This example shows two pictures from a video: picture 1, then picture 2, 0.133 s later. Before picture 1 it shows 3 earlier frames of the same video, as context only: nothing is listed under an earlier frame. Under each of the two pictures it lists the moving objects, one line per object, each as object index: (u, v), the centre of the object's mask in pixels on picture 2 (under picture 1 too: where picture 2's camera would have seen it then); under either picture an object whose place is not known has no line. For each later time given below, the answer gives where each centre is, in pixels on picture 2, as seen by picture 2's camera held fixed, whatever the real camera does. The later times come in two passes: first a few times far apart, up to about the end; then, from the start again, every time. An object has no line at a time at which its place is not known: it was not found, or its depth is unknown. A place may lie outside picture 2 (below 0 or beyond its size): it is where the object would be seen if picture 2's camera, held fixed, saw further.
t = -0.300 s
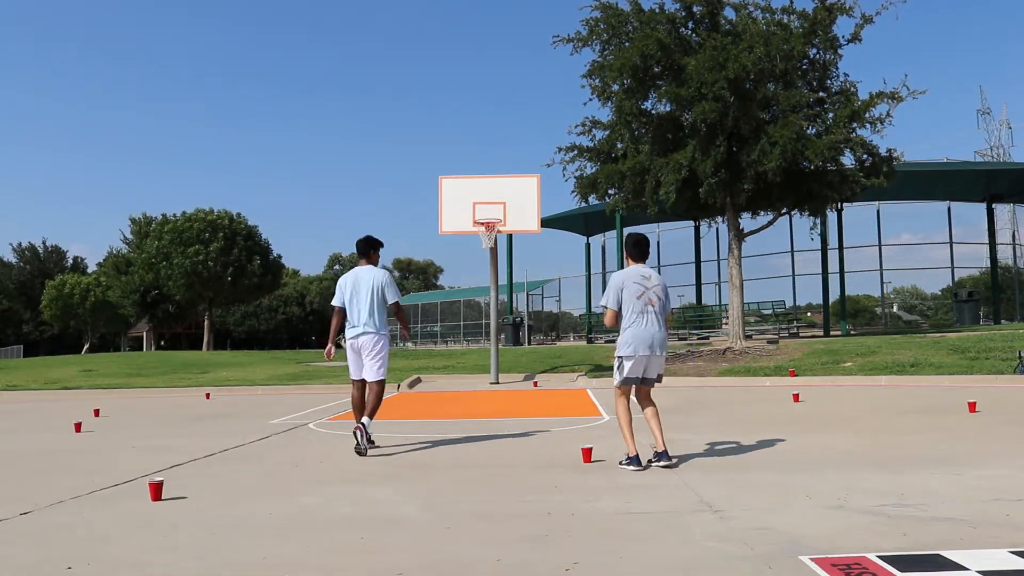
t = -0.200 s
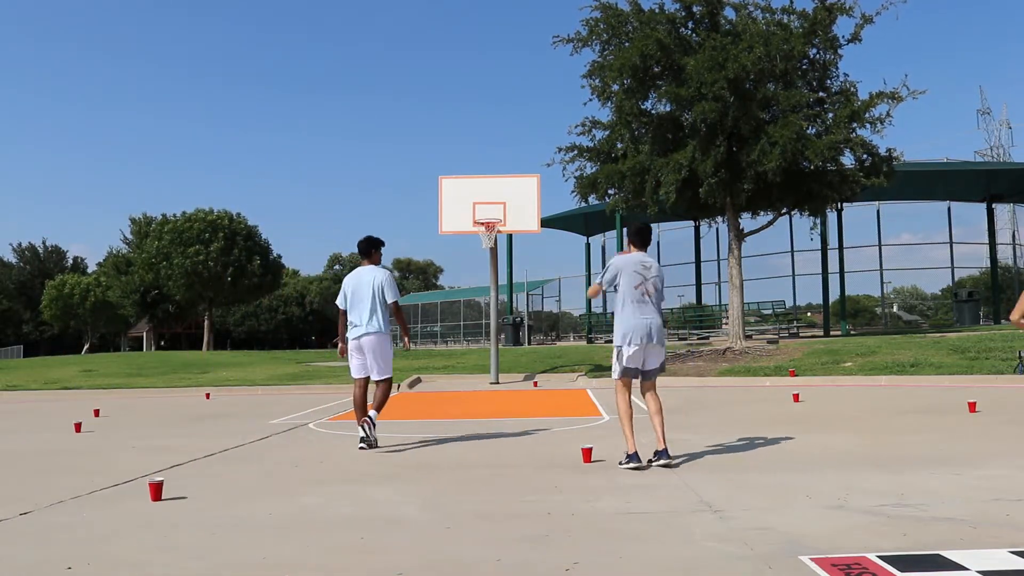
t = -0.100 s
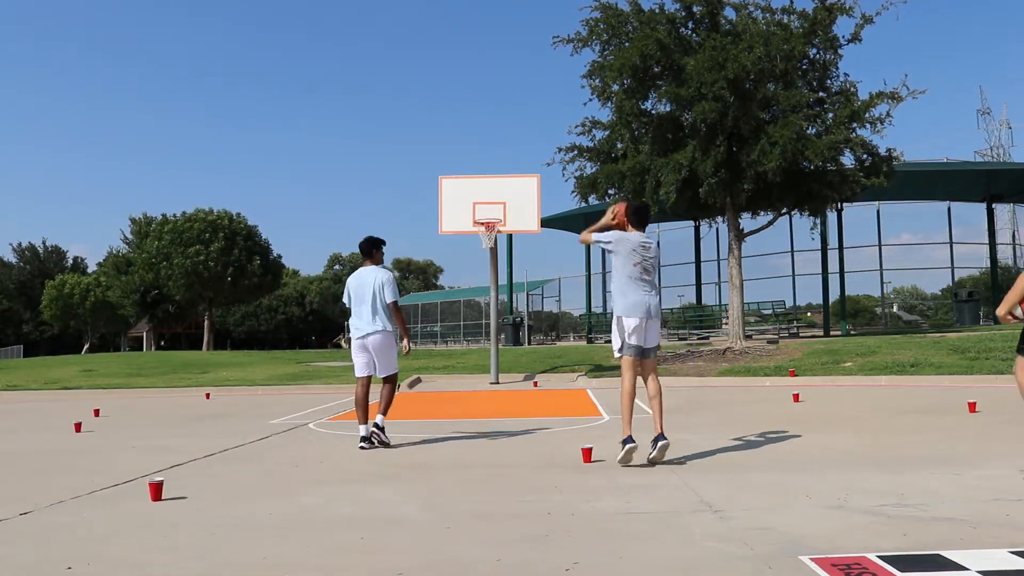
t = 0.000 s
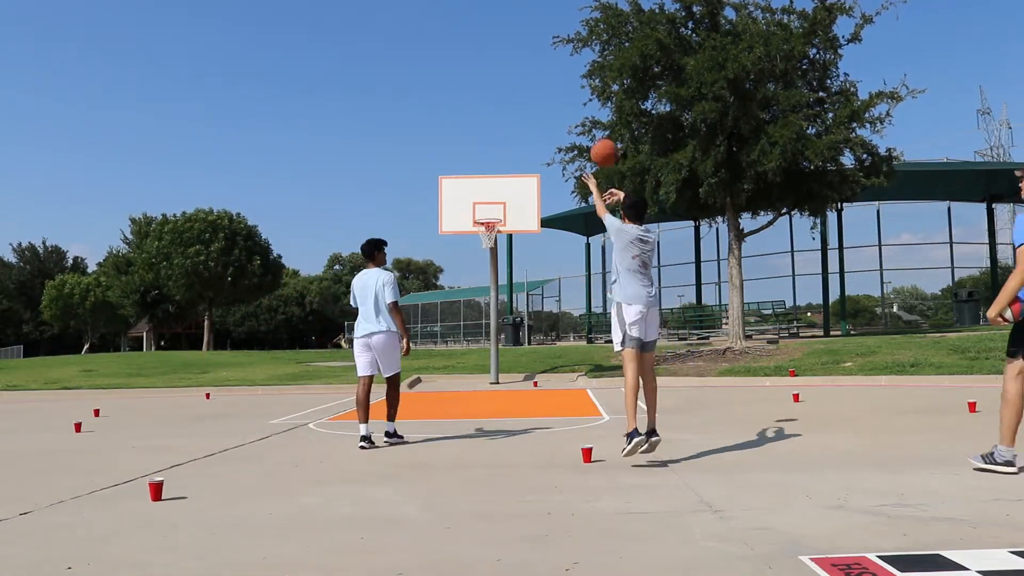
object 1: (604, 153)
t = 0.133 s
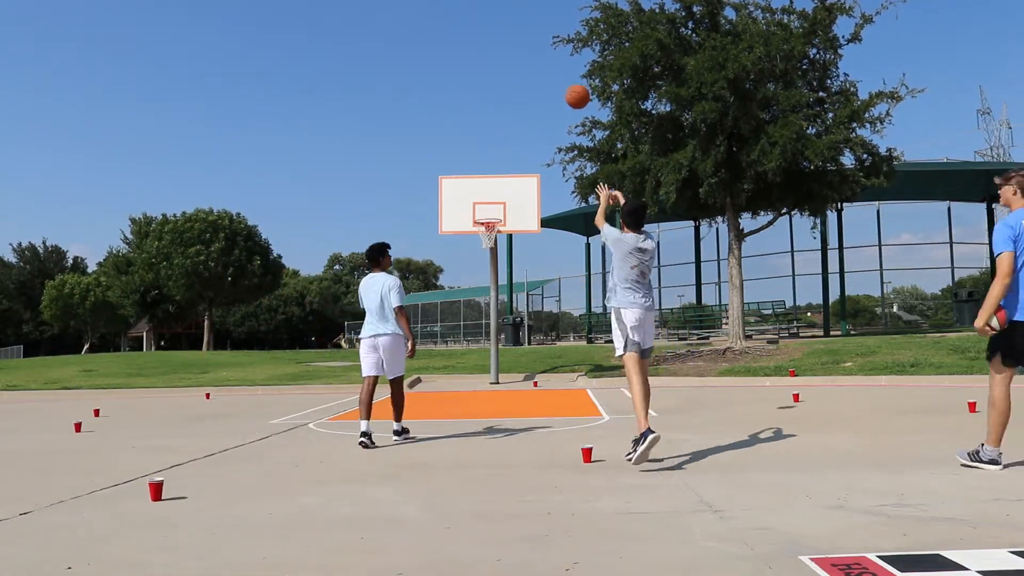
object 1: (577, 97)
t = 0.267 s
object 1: (557, 67)
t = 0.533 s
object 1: (526, 60)
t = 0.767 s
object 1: (507, 93)
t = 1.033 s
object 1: (491, 161)
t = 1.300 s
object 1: (490, 225)
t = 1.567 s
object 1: (474, 231)
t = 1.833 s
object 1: (479, 268)
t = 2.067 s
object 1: (484, 332)
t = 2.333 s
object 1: (490, 360)
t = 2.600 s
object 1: (494, 315)
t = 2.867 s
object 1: (499, 309)
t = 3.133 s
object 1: (503, 341)
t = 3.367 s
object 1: (506, 378)
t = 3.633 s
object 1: (506, 344)
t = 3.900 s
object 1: (507, 348)
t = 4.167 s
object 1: (508, 382)
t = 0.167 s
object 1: (572, 87)
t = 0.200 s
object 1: (567, 79)
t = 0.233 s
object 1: (562, 72)
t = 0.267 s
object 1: (557, 67)
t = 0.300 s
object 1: (552, 62)
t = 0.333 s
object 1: (548, 59)
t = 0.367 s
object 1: (544, 57)
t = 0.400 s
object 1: (540, 56)
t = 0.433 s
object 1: (536, 56)
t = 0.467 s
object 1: (533, 57)
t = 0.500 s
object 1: (529, 58)
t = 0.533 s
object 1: (526, 60)
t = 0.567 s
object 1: (523, 63)
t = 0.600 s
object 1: (520, 66)
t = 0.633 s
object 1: (518, 70)
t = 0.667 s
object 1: (515, 75)
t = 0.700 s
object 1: (512, 80)
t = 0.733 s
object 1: (510, 86)
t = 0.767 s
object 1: (507, 93)
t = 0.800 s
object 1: (505, 100)
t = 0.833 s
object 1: (503, 107)
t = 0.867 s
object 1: (500, 115)
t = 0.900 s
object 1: (498, 123)
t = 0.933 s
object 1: (497, 132)
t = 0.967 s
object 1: (495, 141)
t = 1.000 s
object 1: (493, 151)
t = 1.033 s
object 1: (491, 161)
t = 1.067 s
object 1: (489, 171)
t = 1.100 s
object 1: (487, 181)
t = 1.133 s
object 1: (485, 192)
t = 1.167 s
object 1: (484, 203)
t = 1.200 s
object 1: (482, 214)
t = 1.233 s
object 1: (487, 219)
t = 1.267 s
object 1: (496, 222)
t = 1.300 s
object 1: (490, 225)
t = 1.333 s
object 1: (486, 228)
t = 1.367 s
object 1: (480, 229)
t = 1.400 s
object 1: (476, 228)
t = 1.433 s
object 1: (475, 228)
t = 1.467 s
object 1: (474, 227)
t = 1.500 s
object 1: (473, 228)
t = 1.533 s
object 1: (473, 229)
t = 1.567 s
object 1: (474, 231)
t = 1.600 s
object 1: (474, 233)
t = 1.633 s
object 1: (475, 237)
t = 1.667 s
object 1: (475, 240)
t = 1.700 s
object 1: (476, 245)
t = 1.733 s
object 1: (477, 250)
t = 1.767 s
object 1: (478, 255)
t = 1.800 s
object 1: (478, 261)
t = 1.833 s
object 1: (479, 268)
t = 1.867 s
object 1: (480, 275)
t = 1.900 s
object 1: (480, 283)
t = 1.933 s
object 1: (481, 292)
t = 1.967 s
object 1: (482, 301)
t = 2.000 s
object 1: (482, 310)
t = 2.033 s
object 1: (483, 321)
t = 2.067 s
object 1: (484, 332)
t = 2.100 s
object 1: (485, 344)
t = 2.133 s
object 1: (486, 356)
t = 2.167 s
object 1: (486, 368)
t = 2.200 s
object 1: (487, 382)
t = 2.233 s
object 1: (488, 387)
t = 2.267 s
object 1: (489, 377)
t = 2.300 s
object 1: (489, 368)
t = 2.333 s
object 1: (490, 360)
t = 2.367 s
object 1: (490, 352)
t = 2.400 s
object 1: (491, 345)
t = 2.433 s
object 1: (492, 338)
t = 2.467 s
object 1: (492, 332)
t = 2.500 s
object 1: (492, 327)
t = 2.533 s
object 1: (493, 322)
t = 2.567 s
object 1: (493, 319)
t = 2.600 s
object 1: (494, 315)
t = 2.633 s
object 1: (495, 311)
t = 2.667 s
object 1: (496, 309)
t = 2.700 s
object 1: (496, 308)
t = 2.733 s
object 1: (497, 307)
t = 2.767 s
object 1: (497, 307)
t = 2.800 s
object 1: (497, 307)
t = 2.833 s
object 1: (498, 307)
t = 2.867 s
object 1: (499, 309)
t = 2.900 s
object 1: (499, 311)
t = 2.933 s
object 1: (499, 313)
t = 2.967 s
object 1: (500, 317)
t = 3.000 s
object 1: (500, 321)
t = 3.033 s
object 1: (501, 326)
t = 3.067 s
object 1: (501, 330)
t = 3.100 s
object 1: (502, 335)
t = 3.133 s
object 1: (503, 341)
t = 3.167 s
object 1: (503, 348)
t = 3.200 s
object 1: (504, 356)
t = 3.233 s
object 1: (504, 364)
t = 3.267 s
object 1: (505, 372)
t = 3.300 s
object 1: (506, 381)
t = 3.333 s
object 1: (506, 385)
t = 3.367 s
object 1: (506, 378)
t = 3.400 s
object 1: (506, 371)
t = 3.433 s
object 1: (506, 365)
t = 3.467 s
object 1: (506, 360)
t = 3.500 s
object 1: (506, 356)
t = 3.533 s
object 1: (506, 352)
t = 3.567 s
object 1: (506, 349)
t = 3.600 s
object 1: (506, 346)
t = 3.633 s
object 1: (506, 344)
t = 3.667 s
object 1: (506, 342)
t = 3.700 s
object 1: (507, 341)
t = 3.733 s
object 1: (507, 341)
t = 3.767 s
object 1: (507, 341)
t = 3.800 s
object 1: (507, 342)
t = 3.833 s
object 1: (506, 343)
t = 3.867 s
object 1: (507, 345)
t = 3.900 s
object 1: (507, 348)
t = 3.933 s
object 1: (508, 351)
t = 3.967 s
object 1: (507, 355)
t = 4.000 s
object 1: (507, 359)
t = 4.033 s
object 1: (507, 364)
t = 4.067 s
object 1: (508, 370)
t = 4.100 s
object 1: (508, 376)
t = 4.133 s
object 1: (508, 382)
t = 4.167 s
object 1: (508, 382)
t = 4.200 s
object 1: (508, 378)
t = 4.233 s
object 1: (507, 373)
